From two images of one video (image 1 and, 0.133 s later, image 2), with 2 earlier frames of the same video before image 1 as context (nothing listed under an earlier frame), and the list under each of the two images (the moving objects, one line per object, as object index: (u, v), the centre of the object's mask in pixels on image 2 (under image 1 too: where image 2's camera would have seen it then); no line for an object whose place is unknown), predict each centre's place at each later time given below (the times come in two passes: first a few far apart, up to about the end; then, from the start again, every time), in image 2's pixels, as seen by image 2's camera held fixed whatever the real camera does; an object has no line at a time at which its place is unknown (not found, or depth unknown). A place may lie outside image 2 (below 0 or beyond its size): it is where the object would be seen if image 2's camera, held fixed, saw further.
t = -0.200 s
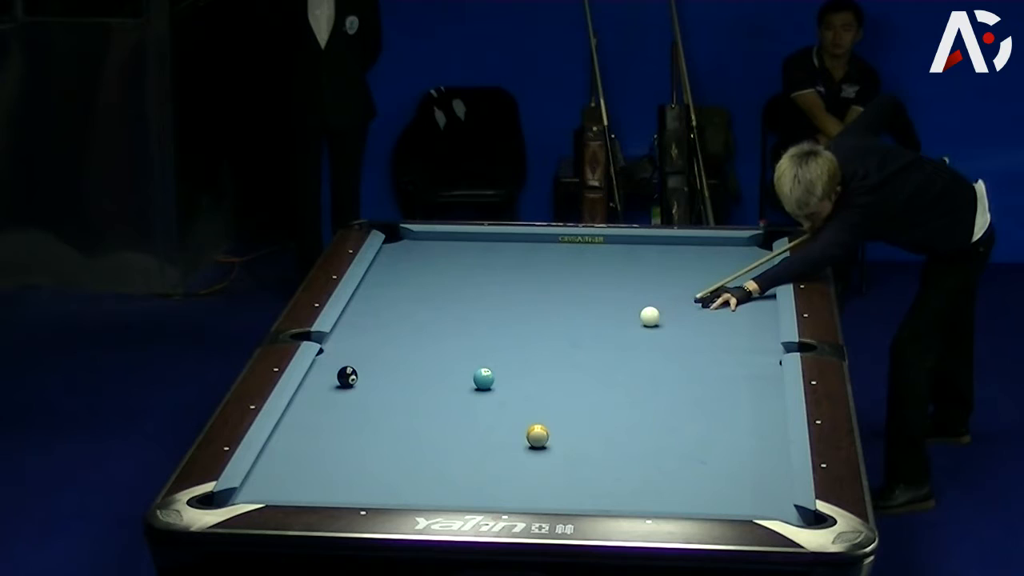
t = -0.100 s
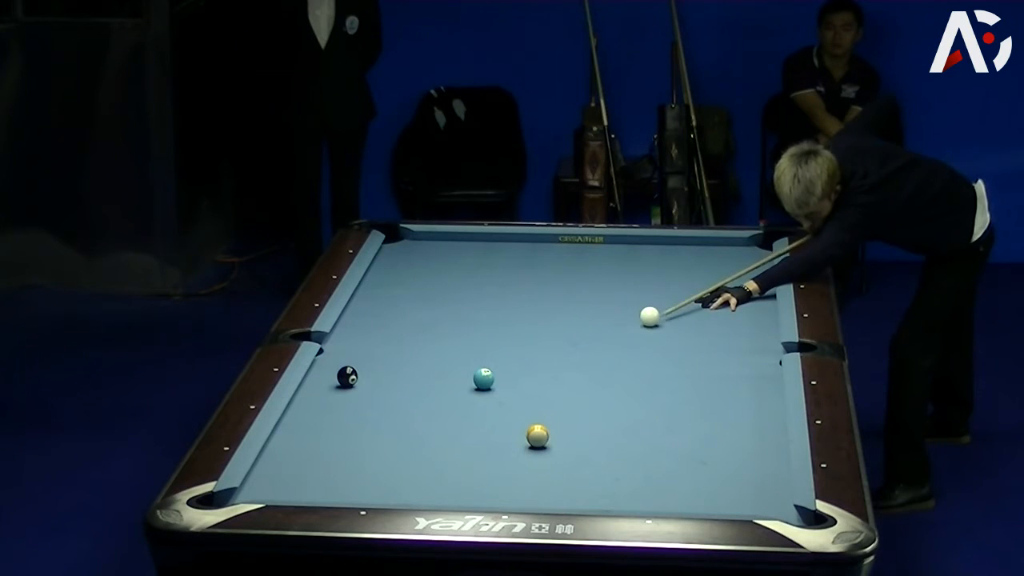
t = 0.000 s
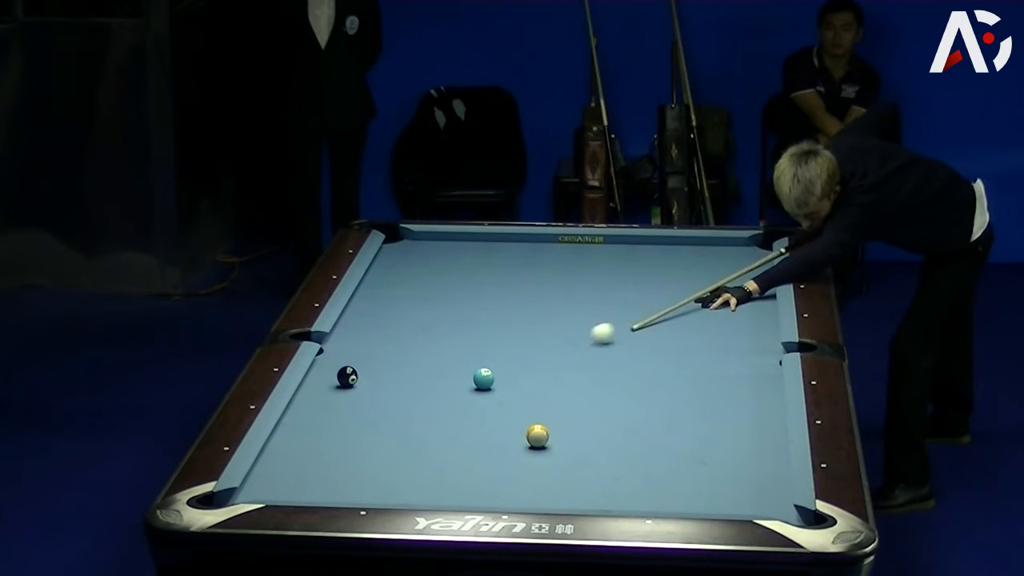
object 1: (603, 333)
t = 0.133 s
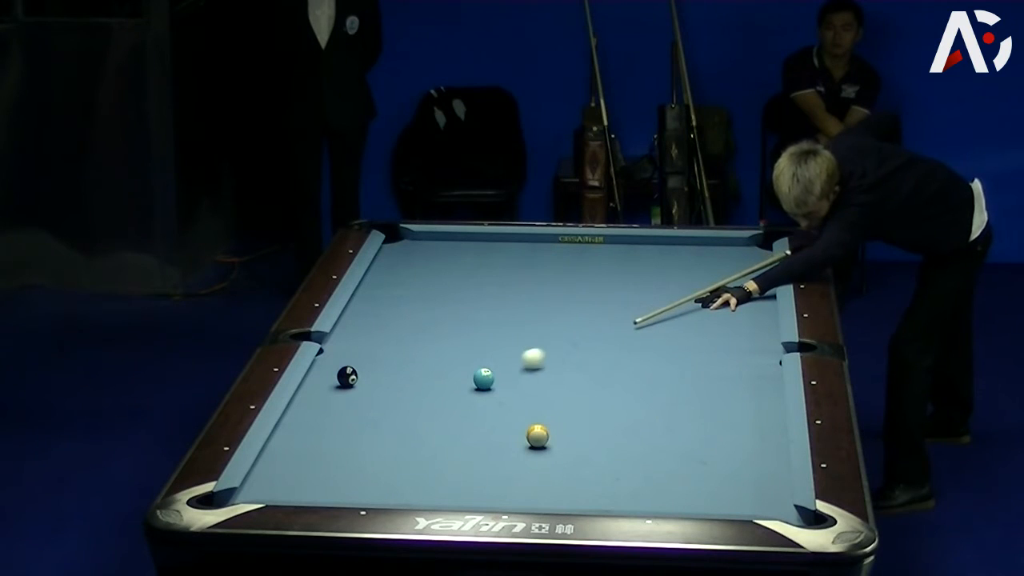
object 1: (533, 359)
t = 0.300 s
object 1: (487, 372)
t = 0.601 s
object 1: (470, 367)
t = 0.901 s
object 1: (455, 363)
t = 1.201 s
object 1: (441, 359)
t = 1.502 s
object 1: (430, 356)
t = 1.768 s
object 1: (422, 353)
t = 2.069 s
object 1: (414, 351)
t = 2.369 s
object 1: (409, 349)
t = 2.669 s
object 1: (404, 348)
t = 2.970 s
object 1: (402, 347)
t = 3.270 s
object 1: (400, 347)
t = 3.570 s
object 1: (400, 347)
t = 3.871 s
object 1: (400, 347)
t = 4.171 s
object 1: (400, 347)
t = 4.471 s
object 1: (400, 347)
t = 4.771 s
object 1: (400, 347)
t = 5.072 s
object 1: (400, 347)
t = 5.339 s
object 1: (400, 347)
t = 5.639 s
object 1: (400, 347)
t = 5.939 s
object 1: (400, 347)
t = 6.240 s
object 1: (400, 347)
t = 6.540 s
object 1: (400, 347)
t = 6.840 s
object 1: (400, 347)
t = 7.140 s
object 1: (400, 347)
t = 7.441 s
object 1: (400, 347)
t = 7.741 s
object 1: (400, 347)
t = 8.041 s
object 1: (400, 347)
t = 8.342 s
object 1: (400, 347)
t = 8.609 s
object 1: (400, 347)
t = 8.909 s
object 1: (400, 347)
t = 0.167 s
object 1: (517, 365)
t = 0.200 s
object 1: (501, 371)
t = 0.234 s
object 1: (493, 373)
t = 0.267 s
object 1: (489, 372)
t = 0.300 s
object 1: (487, 372)
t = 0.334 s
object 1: (485, 371)
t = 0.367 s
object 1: (483, 371)
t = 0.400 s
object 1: (481, 370)
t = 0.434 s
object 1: (479, 370)
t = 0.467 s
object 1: (477, 369)
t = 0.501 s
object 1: (475, 369)
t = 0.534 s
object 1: (473, 368)
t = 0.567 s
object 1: (472, 368)
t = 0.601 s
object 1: (470, 367)
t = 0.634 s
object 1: (468, 367)
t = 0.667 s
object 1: (466, 366)
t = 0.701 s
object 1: (465, 366)
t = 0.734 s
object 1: (463, 365)
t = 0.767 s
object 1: (461, 364)
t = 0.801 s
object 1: (460, 364)
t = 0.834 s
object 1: (458, 364)
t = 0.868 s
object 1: (456, 363)
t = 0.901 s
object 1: (455, 363)
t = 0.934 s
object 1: (453, 362)
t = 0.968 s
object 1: (452, 362)
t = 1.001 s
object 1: (450, 362)
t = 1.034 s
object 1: (449, 361)
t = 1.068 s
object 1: (447, 361)
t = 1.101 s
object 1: (446, 360)
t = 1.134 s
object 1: (444, 360)
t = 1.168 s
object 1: (443, 360)
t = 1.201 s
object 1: (441, 359)
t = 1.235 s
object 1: (440, 359)
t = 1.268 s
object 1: (439, 358)
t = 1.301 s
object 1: (438, 358)
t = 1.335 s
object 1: (436, 357)
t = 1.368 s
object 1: (435, 357)
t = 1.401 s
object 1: (434, 357)
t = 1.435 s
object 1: (433, 357)
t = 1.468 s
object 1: (432, 356)
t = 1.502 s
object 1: (430, 356)
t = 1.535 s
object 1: (429, 356)
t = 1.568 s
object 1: (428, 355)
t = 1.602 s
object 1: (427, 355)
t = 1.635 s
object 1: (426, 355)
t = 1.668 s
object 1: (425, 354)
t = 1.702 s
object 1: (424, 354)
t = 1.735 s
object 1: (423, 354)
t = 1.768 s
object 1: (422, 353)
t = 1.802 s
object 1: (421, 353)
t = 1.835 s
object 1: (420, 353)
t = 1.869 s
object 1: (419, 353)
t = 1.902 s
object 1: (418, 353)
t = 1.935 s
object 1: (417, 352)
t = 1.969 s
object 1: (417, 352)
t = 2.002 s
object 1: (416, 352)
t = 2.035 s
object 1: (415, 352)
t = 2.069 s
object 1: (414, 351)
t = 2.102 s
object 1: (414, 351)
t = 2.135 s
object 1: (413, 351)
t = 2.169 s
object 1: (412, 351)
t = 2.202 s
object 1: (411, 350)
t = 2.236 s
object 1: (411, 350)
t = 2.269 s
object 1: (410, 350)
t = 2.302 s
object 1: (410, 350)
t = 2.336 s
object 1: (409, 349)
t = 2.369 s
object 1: (409, 349)
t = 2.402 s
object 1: (408, 349)
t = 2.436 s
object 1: (407, 349)
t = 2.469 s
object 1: (407, 349)
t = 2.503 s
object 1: (406, 349)
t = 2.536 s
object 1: (406, 349)
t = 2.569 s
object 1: (405, 349)
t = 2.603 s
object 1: (405, 348)
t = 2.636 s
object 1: (405, 348)
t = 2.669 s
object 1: (404, 348)
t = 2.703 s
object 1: (404, 348)
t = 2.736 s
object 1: (403, 348)
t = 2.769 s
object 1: (403, 348)
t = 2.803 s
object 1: (403, 348)
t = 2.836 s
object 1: (402, 348)
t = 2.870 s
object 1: (402, 348)
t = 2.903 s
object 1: (402, 348)
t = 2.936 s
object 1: (402, 348)
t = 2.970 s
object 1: (402, 347)
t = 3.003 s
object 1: (401, 347)
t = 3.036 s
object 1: (401, 347)
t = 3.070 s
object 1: (401, 347)
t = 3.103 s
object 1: (401, 347)
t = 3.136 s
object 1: (401, 347)
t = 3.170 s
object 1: (401, 347)
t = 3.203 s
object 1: (400, 347)
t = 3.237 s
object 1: (400, 347)
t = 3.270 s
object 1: (400, 347)
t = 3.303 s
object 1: (400, 347)
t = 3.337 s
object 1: (400, 347)
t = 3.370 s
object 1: (400, 347)
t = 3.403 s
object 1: (400, 347)
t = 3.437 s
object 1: (400, 347)
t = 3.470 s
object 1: (400, 347)
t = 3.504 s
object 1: (400, 347)
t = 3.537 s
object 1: (400, 347)
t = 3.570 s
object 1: (400, 347)
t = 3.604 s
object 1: (400, 347)
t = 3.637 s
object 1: (400, 347)
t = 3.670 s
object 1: (400, 347)
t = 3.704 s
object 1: (400, 347)
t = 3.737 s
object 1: (400, 347)
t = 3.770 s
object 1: (400, 347)
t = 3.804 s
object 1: (400, 347)
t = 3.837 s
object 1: (400, 347)
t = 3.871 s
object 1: (400, 347)
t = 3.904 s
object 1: (400, 347)
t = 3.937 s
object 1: (400, 347)
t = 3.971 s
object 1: (400, 347)
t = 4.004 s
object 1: (400, 347)
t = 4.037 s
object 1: (400, 347)
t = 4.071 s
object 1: (400, 347)
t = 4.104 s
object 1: (400, 347)
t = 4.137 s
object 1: (400, 347)
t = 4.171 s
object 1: (400, 347)
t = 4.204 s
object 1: (400, 347)
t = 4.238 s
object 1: (400, 347)
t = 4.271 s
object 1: (400, 347)
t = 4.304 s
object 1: (400, 347)
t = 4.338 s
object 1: (400, 347)
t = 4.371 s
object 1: (400, 347)
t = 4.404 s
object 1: (400, 347)
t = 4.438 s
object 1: (400, 347)
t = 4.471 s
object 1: (400, 347)
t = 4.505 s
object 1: (400, 347)
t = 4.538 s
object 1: (400, 347)
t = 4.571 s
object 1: (400, 347)
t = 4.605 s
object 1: (400, 347)
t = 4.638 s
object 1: (400, 347)
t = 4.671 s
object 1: (400, 347)
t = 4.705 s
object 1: (400, 347)
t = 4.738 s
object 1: (400, 347)
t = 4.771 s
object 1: (400, 347)
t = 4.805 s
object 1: (400, 347)
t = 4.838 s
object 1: (400, 347)
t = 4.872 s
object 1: (400, 347)
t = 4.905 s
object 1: (400, 347)
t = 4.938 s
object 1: (400, 347)
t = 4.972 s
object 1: (400, 347)
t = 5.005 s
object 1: (400, 347)
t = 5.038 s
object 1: (400, 347)
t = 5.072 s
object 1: (400, 347)
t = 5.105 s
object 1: (400, 347)
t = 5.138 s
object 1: (400, 347)
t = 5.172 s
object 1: (400, 347)
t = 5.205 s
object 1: (400, 347)
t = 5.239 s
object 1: (400, 347)
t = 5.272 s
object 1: (400, 347)
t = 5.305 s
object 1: (400, 347)
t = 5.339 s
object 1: (400, 347)
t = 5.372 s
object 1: (400, 347)
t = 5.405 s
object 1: (400, 347)
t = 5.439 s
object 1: (400, 347)
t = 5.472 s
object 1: (400, 347)
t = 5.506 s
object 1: (400, 347)
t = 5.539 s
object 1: (400, 347)
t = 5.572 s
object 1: (400, 347)
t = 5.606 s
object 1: (400, 347)
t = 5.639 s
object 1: (400, 347)
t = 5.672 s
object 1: (400, 347)
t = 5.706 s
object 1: (400, 347)
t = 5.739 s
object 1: (400, 347)
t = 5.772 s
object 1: (400, 347)
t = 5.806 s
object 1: (400, 347)
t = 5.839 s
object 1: (400, 347)
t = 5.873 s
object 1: (400, 347)
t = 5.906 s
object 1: (400, 347)
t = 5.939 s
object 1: (400, 347)
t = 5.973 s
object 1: (400, 347)
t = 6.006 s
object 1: (400, 347)
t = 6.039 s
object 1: (400, 347)
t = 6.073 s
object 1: (400, 347)
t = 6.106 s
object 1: (400, 347)
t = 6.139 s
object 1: (400, 347)
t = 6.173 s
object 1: (400, 347)
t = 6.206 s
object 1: (400, 347)
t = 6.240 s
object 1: (400, 347)
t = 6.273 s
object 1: (400, 347)
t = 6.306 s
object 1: (400, 347)
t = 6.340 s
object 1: (400, 347)
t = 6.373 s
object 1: (400, 347)
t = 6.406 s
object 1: (400, 347)
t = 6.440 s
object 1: (400, 347)
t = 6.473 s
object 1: (400, 347)
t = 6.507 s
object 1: (400, 347)
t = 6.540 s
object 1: (400, 347)
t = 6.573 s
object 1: (400, 347)
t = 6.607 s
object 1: (400, 347)
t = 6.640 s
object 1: (400, 347)
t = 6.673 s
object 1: (400, 347)
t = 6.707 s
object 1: (400, 347)
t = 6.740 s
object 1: (400, 347)
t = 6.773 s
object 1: (400, 347)
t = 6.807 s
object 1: (400, 347)
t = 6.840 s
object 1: (400, 347)
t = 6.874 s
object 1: (400, 347)
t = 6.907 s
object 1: (400, 347)
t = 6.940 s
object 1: (400, 347)
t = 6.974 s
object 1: (400, 347)
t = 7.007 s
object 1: (400, 347)
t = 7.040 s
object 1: (400, 347)
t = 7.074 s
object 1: (400, 347)
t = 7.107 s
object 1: (400, 347)
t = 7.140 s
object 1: (400, 347)
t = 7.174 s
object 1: (400, 347)
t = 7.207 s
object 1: (400, 347)
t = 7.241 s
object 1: (400, 347)
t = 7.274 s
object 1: (400, 347)
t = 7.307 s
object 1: (400, 347)
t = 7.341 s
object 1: (400, 347)
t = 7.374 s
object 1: (400, 347)
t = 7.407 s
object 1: (400, 347)
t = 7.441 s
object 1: (400, 347)
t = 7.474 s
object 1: (400, 347)
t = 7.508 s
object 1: (400, 347)
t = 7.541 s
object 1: (400, 347)
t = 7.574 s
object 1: (400, 347)
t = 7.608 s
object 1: (400, 347)
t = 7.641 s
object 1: (400, 347)
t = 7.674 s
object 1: (400, 347)
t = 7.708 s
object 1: (400, 347)
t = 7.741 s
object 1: (400, 347)
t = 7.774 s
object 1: (400, 347)
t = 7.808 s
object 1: (400, 347)
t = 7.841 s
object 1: (400, 347)
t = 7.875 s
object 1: (400, 347)
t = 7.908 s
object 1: (400, 347)
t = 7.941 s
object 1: (400, 347)
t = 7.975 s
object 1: (400, 347)
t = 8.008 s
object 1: (400, 347)
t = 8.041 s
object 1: (400, 347)
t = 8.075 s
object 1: (400, 347)
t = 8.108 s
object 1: (400, 347)
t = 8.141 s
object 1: (400, 347)
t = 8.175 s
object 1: (400, 347)
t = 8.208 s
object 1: (400, 347)
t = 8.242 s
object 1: (400, 347)
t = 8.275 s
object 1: (400, 347)
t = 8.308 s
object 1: (400, 347)
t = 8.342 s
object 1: (400, 347)
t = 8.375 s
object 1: (400, 347)
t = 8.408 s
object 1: (400, 347)
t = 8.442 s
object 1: (400, 347)
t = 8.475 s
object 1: (400, 347)
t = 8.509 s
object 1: (400, 347)
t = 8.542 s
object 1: (400, 347)
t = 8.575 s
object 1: (400, 347)
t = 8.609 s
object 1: (400, 347)
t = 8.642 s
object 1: (400, 347)
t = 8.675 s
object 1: (400, 347)
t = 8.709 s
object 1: (400, 347)
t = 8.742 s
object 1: (400, 347)
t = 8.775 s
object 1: (400, 347)
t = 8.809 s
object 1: (400, 347)
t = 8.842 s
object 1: (400, 347)
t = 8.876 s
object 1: (400, 347)
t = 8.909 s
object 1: (400, 347)
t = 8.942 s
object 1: (400, 347)
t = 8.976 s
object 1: (400, 347)
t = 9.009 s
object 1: (400, 347)
